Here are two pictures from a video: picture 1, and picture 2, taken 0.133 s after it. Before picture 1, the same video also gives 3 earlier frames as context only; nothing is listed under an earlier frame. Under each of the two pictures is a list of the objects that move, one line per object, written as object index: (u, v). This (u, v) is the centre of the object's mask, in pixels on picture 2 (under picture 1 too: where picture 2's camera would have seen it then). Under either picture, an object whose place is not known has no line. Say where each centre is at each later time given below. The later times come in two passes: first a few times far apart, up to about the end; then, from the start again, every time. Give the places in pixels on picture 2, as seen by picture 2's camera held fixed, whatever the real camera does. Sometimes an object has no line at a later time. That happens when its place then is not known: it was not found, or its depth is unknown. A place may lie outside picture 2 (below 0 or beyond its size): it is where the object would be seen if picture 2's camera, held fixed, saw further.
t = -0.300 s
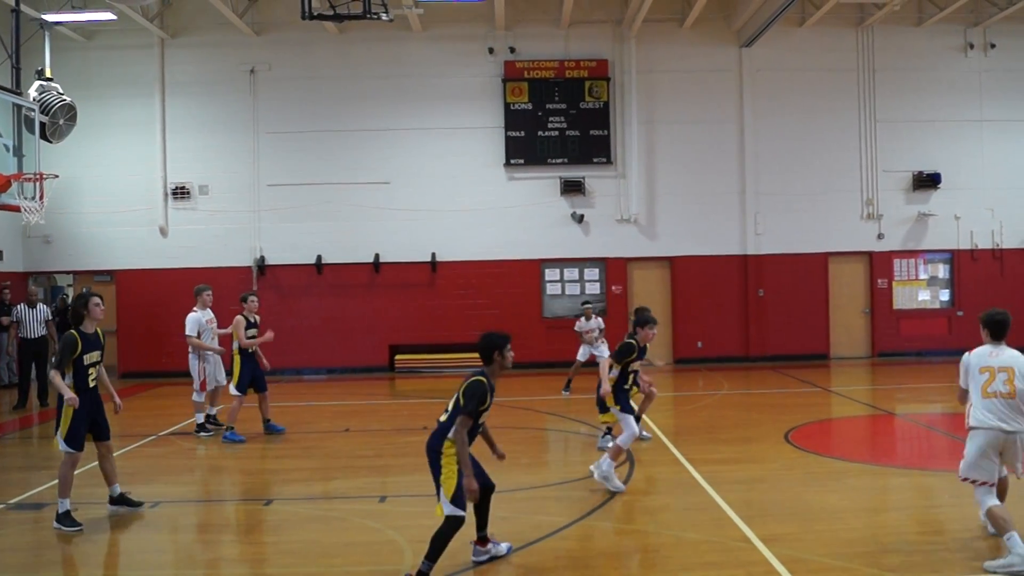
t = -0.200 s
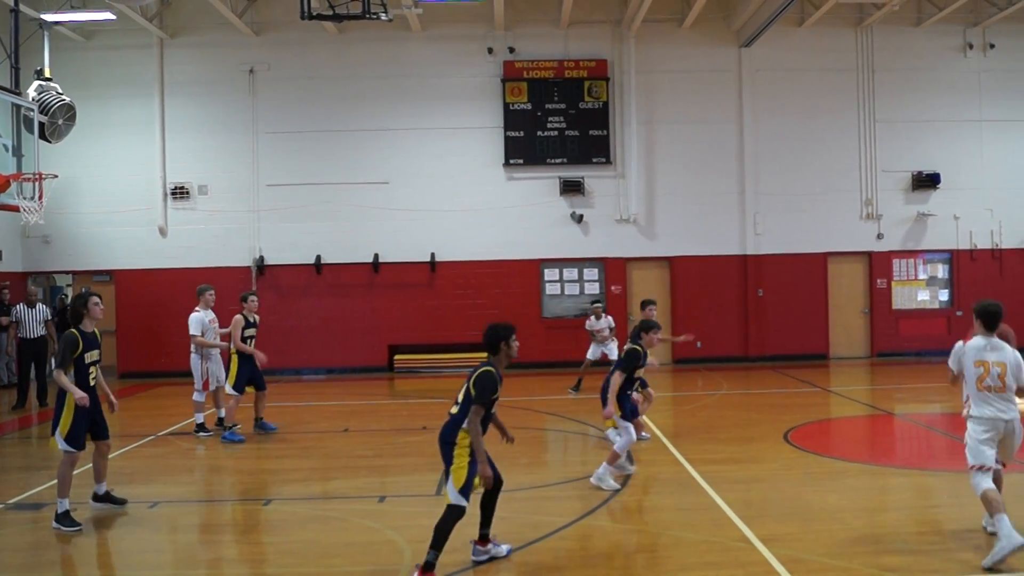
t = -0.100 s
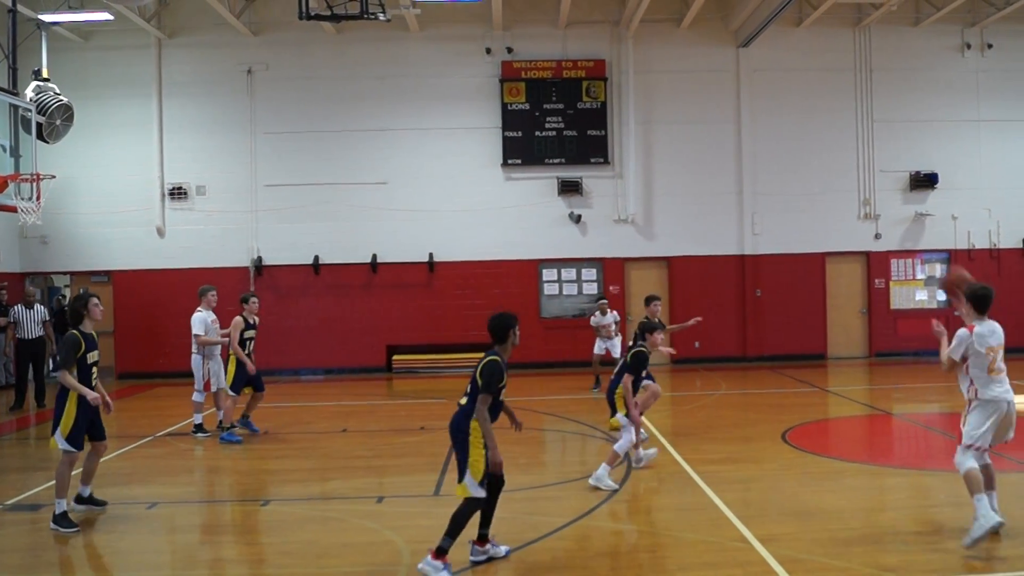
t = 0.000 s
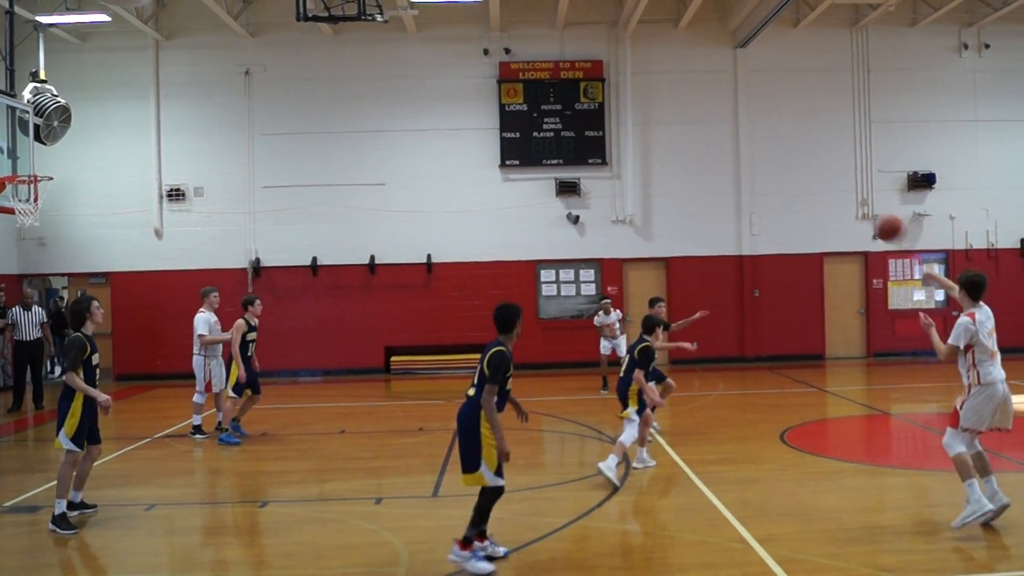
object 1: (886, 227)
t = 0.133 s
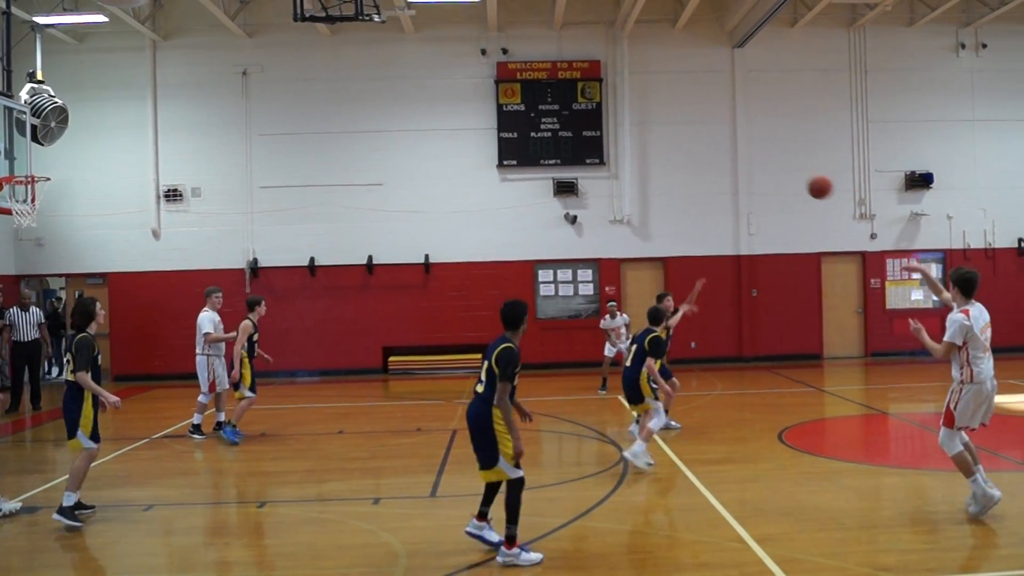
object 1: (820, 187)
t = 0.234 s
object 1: (781, 173)
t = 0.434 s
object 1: (720, 174)
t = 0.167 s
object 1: (806, 181)
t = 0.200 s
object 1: (793, 176)
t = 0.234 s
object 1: (781, 173)
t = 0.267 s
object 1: (769, 171)
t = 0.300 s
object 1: (758, 170)
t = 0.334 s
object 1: (748, 170)
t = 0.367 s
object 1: (738, 170)
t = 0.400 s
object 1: (729, 172)
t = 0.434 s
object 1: (720, 174)
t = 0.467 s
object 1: (712, 177)
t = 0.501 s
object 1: (704, 181)
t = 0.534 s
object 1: (696, 186)
